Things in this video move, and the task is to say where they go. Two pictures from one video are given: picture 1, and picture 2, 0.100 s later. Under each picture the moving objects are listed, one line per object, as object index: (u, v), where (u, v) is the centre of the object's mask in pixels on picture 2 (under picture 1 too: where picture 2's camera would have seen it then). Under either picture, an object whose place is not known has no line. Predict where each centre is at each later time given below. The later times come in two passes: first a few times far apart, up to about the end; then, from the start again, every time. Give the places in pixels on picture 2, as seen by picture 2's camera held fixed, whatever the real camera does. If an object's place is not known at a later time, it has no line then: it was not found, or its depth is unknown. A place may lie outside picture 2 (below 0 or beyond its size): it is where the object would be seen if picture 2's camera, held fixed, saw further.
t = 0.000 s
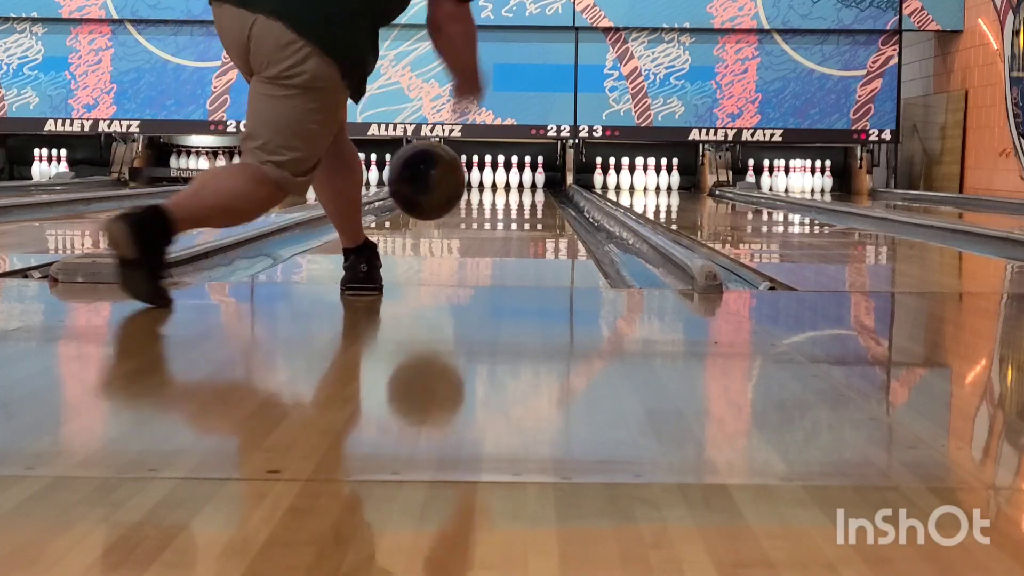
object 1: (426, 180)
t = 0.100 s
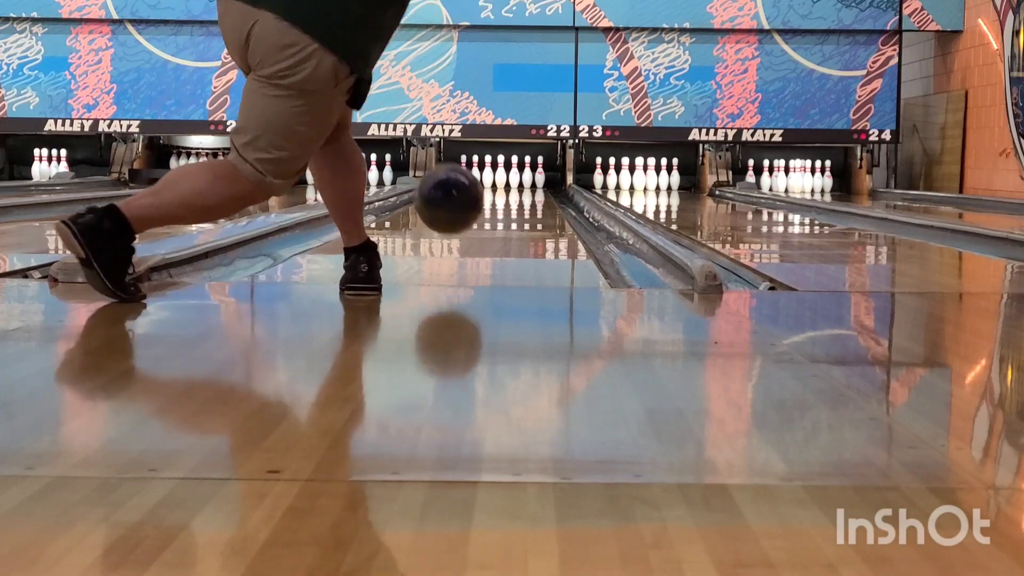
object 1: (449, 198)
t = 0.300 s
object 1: (481, 224)
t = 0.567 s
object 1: (507, 210)
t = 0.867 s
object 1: (524, 201)
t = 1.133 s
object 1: (533, 195)
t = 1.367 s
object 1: (537, 190)
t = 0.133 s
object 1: (455, 210)
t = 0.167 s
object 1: (460, 225)
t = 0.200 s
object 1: (467, 230)
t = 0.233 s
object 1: (472, 228)
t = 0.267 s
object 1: (477, 226)
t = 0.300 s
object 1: (481, 224)
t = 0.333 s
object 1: (485, 222)
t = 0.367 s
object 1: (489, 220)
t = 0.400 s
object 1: (492, 218)
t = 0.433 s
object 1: (496, 216)
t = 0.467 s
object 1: (499, 215)
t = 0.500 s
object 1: (502, 213)
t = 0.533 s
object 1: (504, 211)
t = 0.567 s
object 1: (507, 210)
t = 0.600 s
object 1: (510, 209)
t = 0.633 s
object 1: (512, 207)
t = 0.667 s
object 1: (514, 206)
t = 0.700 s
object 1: (516, 206)
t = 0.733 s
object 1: (518, 205)
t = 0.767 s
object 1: (520, 204)
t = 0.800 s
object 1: (522, 203)
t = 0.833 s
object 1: (523, 202)
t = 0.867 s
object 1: (524, 201)
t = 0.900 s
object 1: (526, 200)
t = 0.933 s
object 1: (527, 199)
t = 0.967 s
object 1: (529, 198)
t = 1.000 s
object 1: (530, 197)
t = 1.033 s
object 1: (531, 197)
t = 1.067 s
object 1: (532, 196)
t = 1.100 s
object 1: (532, 195)
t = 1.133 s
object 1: (533, 195)
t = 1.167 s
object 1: (534, 194)
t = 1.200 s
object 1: (535, 193)
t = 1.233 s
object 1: (535, 193)
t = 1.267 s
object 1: (535, 192)
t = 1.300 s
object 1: (536, 192)
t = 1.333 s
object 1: (536, 191)
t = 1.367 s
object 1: (537, 190)
